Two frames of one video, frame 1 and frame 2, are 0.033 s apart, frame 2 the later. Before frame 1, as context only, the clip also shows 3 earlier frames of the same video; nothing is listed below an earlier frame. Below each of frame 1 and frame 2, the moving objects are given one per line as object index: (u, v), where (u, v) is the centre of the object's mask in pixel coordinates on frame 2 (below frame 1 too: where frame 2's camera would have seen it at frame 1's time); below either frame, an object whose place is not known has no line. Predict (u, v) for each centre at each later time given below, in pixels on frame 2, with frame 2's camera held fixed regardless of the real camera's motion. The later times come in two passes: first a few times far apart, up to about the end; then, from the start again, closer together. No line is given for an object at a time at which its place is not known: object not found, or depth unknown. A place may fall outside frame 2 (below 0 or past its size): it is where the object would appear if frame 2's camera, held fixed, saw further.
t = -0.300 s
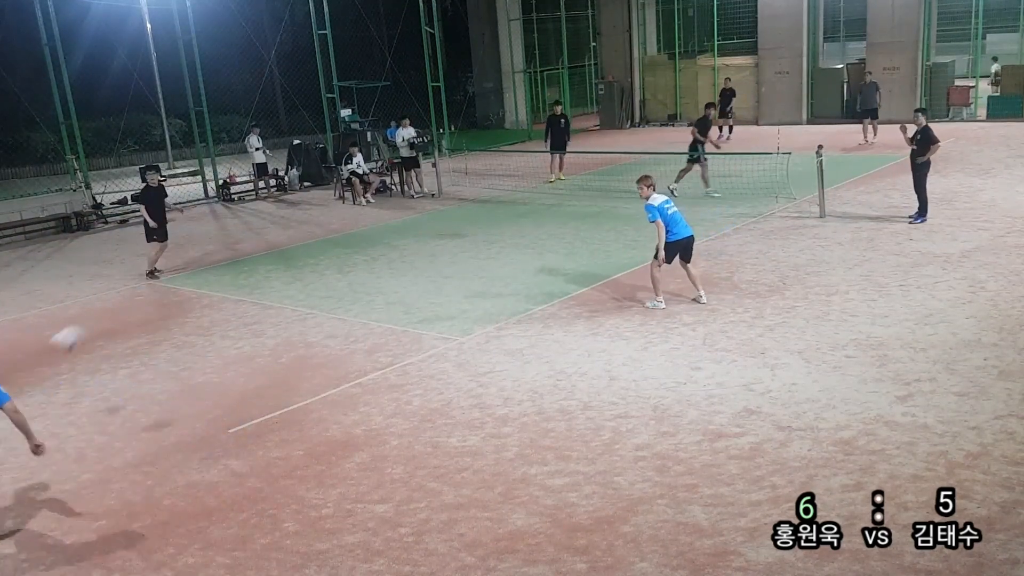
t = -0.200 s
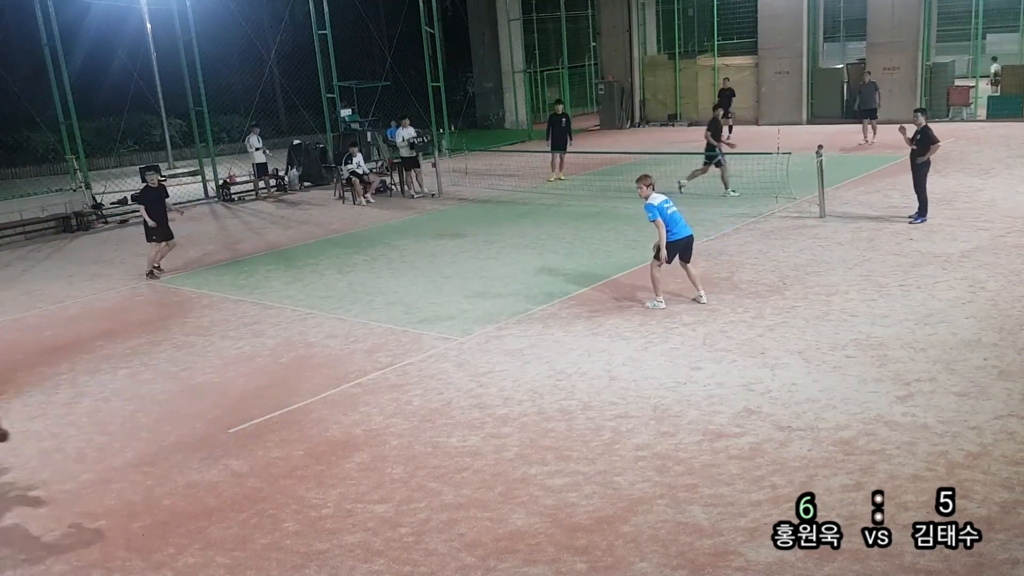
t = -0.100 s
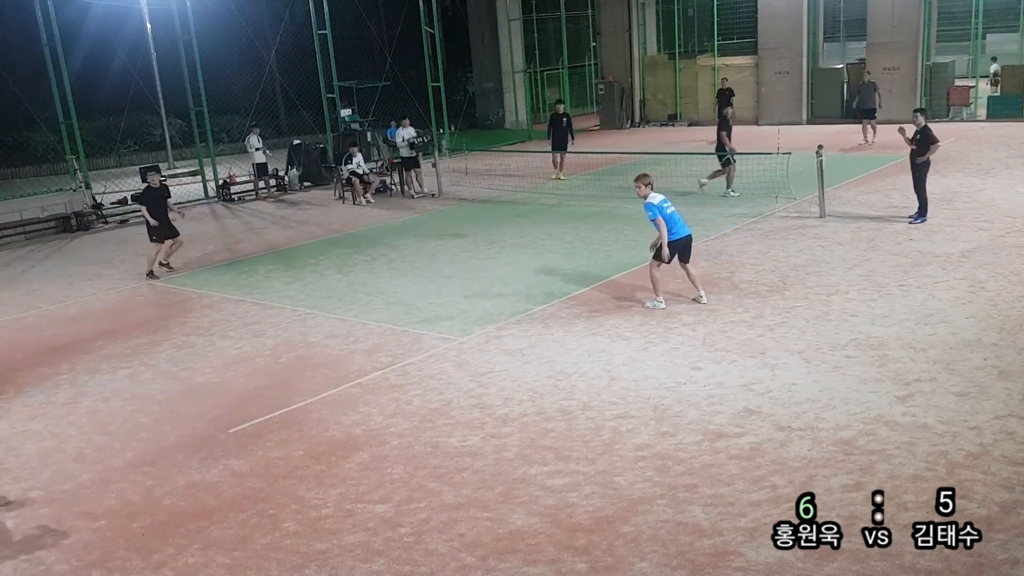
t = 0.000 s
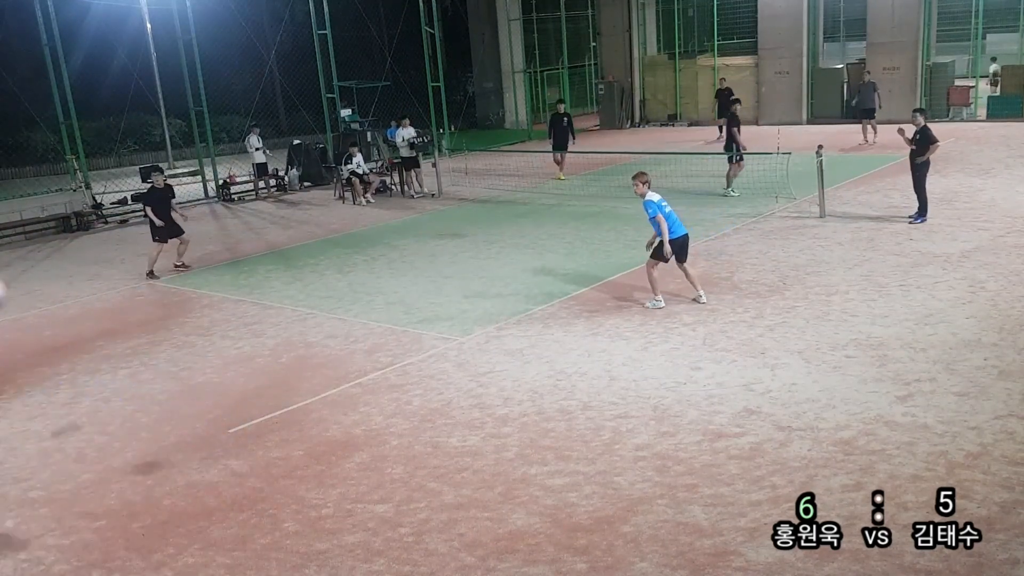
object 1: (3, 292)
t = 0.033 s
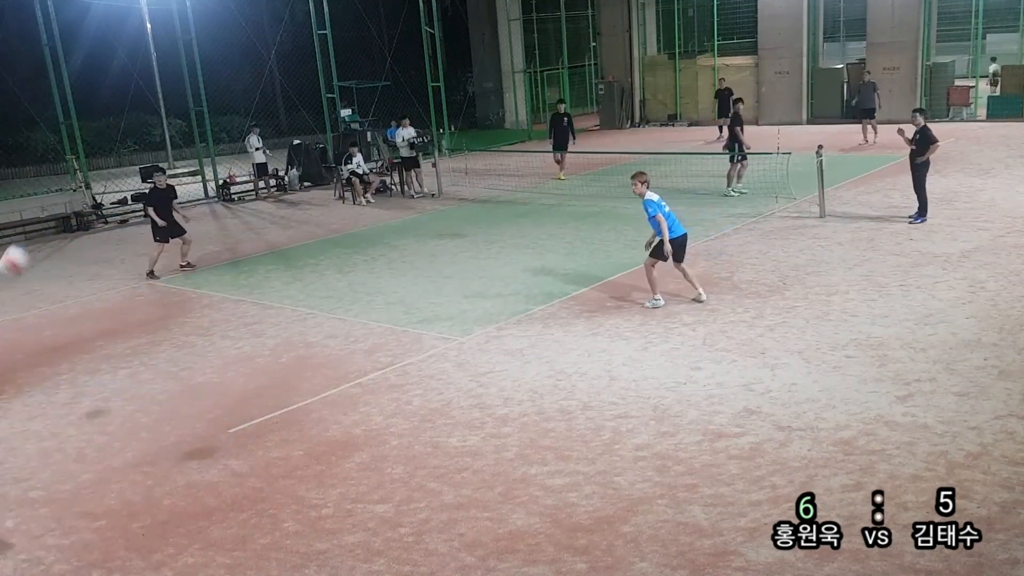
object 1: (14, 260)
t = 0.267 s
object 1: (137, 99)
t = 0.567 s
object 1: (280, 15)
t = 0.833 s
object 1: (391, 28)
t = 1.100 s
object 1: (484, 97)
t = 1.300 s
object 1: (542, 173)
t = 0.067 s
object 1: (33, 232)
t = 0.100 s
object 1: (51, 206)
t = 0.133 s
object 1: (68, 179)
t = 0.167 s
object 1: (86, 156)
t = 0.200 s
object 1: (104, 136)
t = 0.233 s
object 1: (121, 117)
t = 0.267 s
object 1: (137, 99)
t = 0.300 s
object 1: (154, 84)
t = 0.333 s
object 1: (171, 70)
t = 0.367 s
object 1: (187, 57)
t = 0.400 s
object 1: (203, 47)
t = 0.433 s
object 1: (220, 37)
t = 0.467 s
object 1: (235, 30)
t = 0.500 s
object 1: (250, 23)
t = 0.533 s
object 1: (265, 19)
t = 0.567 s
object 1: (280, 15)
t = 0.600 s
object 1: (295, 12)
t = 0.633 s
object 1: (310, 12)
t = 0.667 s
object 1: (324, 11)
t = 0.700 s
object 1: (338, 13)
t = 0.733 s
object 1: (352, 15)
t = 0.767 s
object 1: (365, 18)
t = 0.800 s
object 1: (378, 22)
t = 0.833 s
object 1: (391, 28)
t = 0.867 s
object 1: (404, 34)
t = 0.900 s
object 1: (416, 41)
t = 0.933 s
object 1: (428, 48)
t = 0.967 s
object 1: (440, 57)
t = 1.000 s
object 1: (452, 66)
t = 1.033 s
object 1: (463, 75)
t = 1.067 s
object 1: (474, 86)
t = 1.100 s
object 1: (484, 97)
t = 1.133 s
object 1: (495, 108)
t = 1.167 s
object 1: (505, 120)
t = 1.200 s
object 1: (515, 133)
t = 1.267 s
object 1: (535, 159)
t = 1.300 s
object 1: (542, 173)
